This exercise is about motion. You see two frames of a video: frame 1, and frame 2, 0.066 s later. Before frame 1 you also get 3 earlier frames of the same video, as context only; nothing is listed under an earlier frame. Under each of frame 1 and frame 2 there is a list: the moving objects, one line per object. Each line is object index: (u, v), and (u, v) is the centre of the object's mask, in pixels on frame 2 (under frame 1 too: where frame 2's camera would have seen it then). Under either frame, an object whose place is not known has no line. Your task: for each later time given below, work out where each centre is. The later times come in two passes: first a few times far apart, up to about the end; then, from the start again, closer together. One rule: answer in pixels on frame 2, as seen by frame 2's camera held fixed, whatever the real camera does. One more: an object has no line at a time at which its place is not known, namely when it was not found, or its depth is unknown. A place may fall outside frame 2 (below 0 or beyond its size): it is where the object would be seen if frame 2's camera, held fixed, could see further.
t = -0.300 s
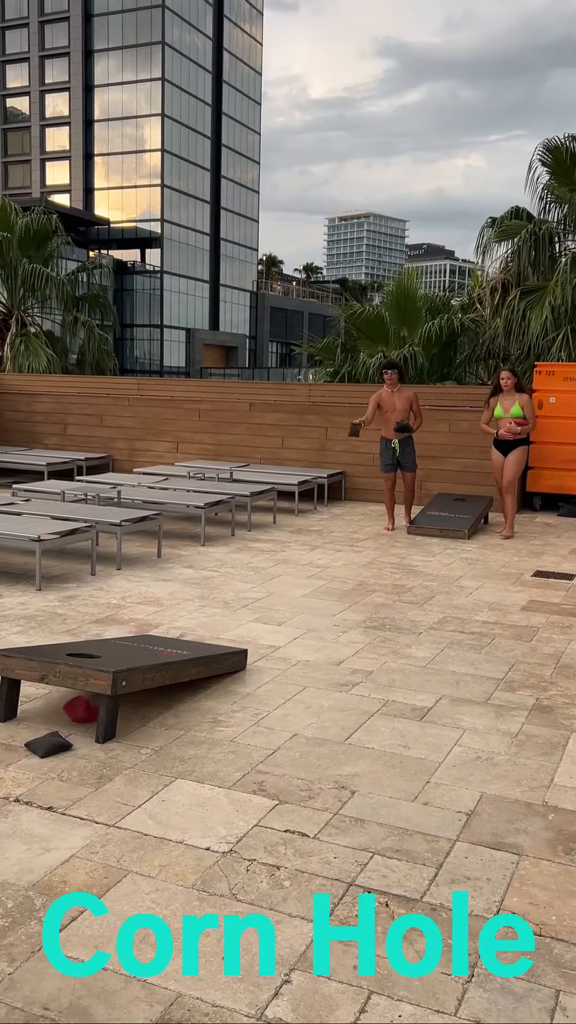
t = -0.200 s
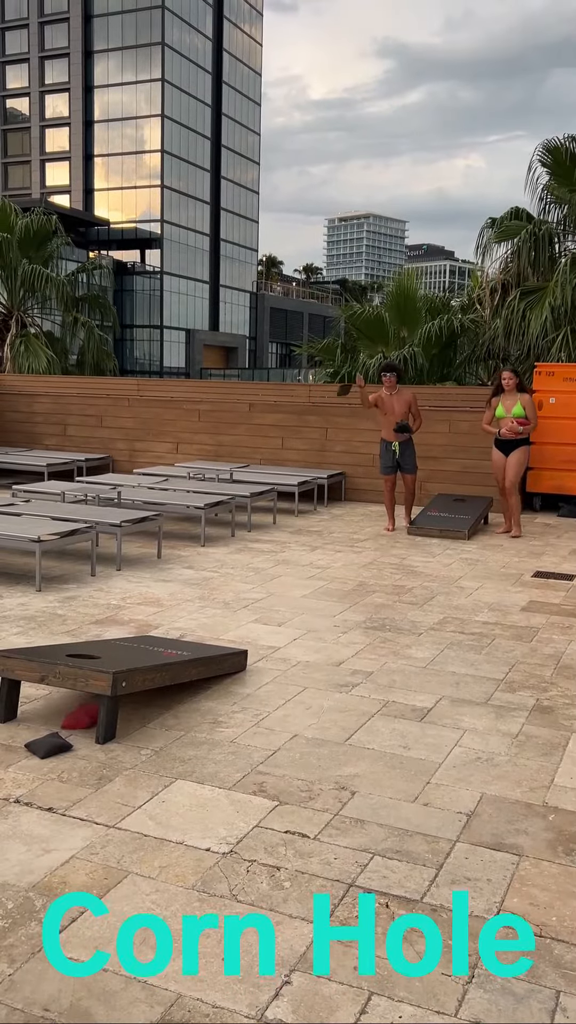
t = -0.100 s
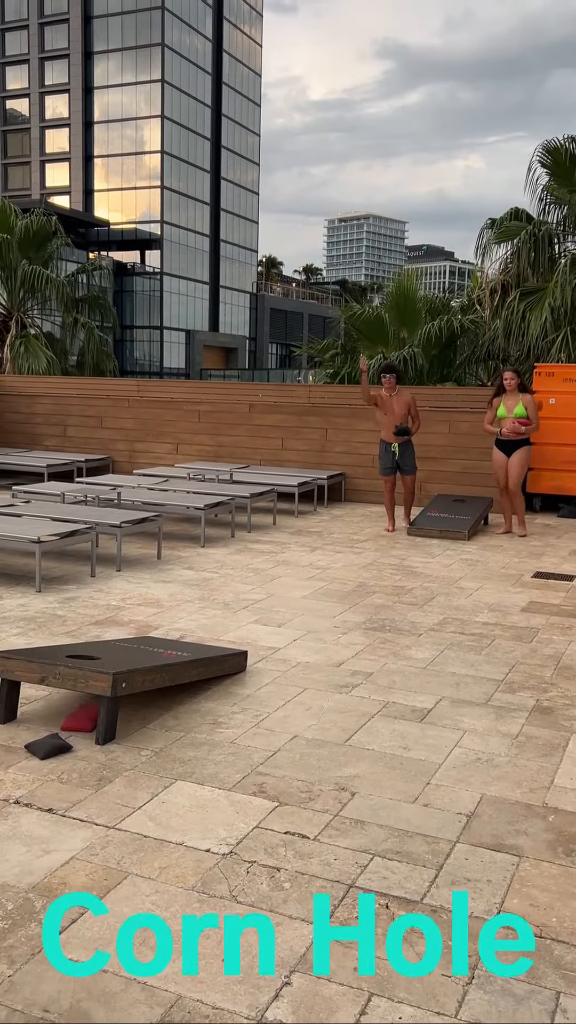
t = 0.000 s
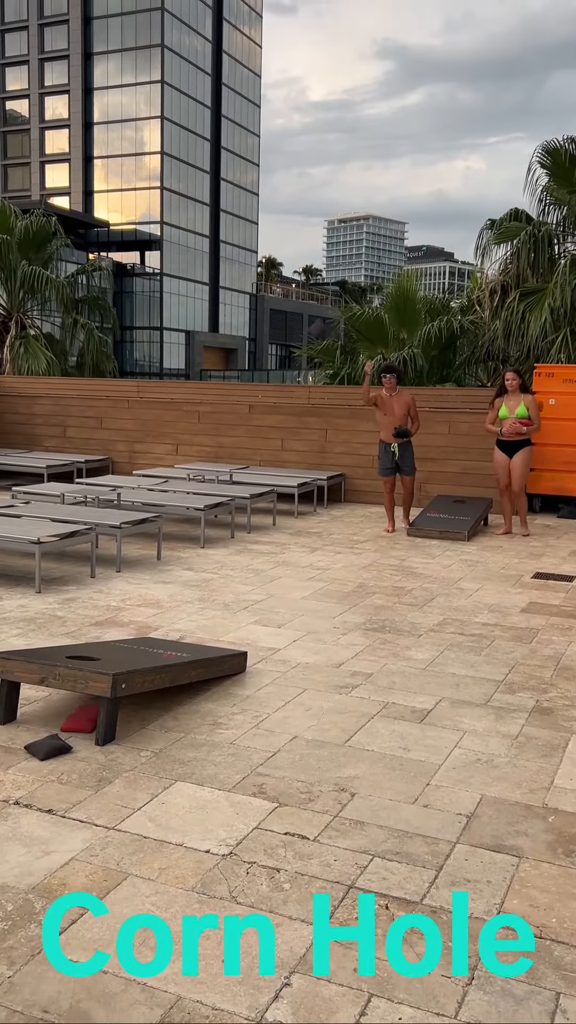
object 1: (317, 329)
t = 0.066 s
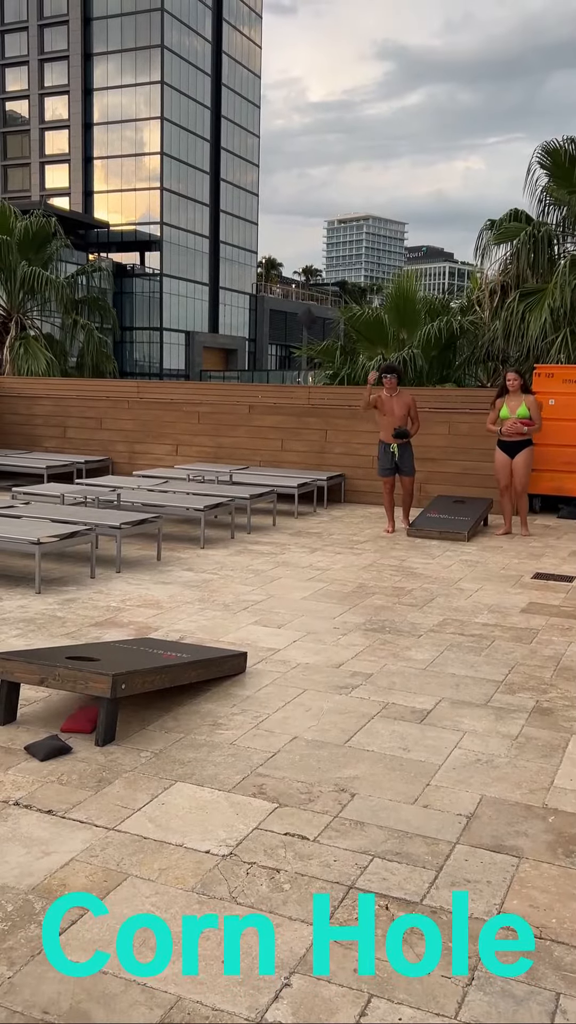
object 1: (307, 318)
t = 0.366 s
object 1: (245, 339)
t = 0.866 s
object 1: (73, 656)
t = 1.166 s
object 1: (44, 652)
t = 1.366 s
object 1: (45, 652)
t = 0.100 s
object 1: (302, 313)
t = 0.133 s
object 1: (297, 311)
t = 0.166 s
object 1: (290, 309)
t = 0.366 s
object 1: (245, 339)
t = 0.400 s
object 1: (237, 351)
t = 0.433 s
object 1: (226, 366)
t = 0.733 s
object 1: (109, 655)
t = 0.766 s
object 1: (100, 653)
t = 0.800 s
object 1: (90, 652)
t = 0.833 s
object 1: (80, 653)
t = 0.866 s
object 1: (73, 656)
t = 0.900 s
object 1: (65, 656)
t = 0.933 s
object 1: (60, 653)
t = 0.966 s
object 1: (55, 652)
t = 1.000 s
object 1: (51, 652)
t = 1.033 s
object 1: (48, 652)
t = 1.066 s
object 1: (46, 652)
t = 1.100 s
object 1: (45, 652)
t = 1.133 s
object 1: (44, 652)
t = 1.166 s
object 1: (44, 652)
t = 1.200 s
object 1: (44, 652)
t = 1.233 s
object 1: (44, 652)
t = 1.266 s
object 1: (45, 652)
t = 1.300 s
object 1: (45, 653)
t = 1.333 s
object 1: (45, 653)
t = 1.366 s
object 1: (45, 652)
